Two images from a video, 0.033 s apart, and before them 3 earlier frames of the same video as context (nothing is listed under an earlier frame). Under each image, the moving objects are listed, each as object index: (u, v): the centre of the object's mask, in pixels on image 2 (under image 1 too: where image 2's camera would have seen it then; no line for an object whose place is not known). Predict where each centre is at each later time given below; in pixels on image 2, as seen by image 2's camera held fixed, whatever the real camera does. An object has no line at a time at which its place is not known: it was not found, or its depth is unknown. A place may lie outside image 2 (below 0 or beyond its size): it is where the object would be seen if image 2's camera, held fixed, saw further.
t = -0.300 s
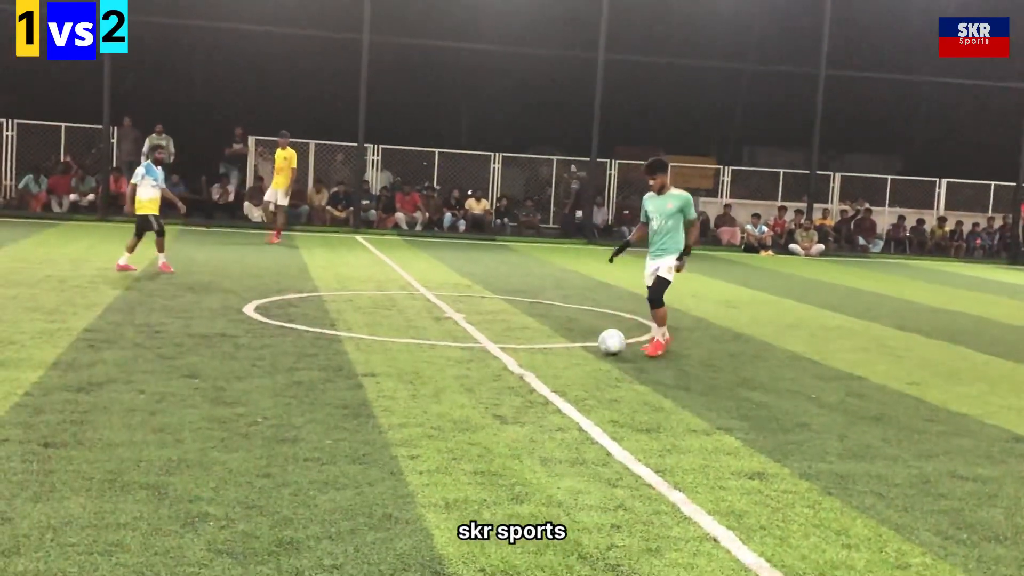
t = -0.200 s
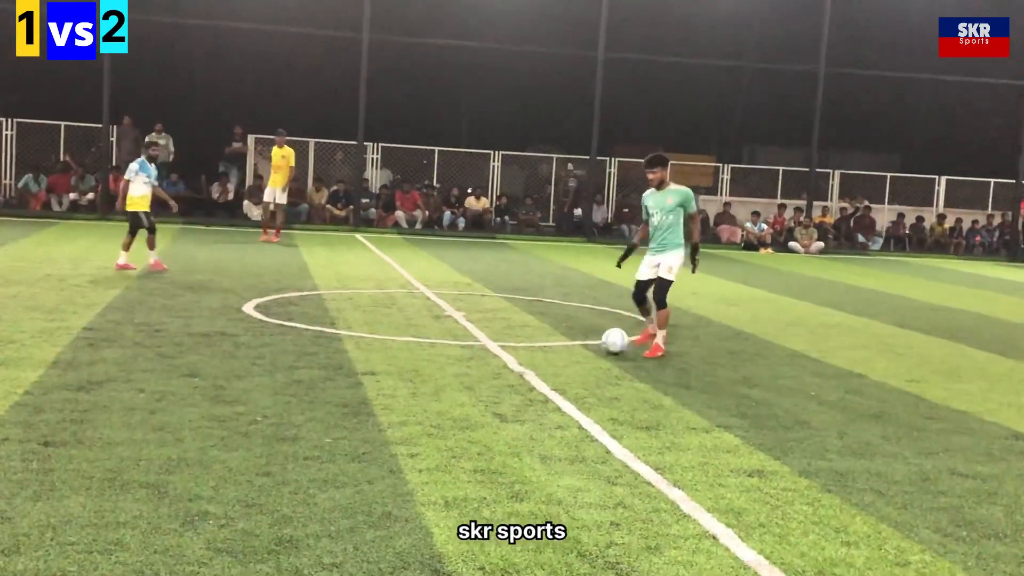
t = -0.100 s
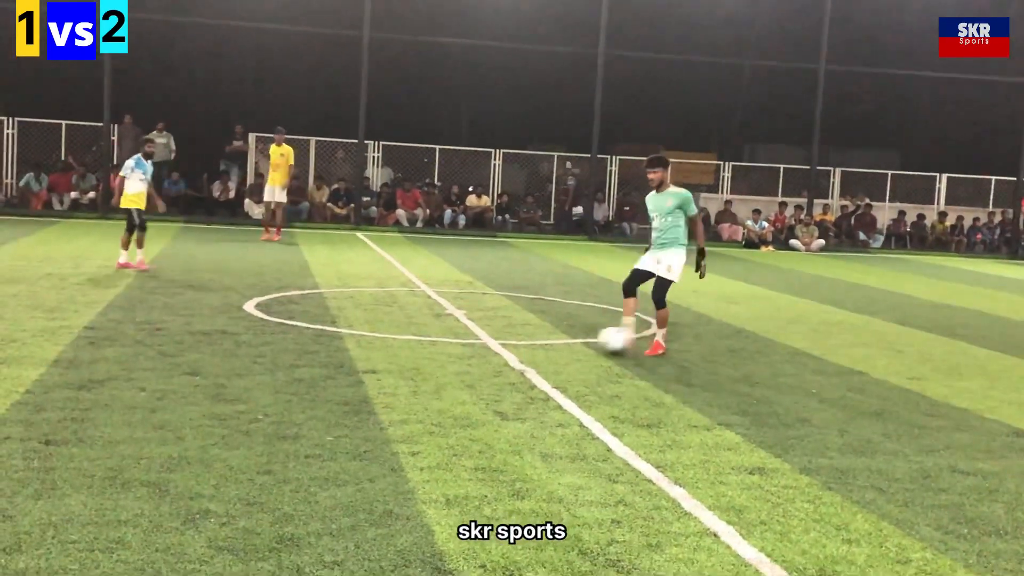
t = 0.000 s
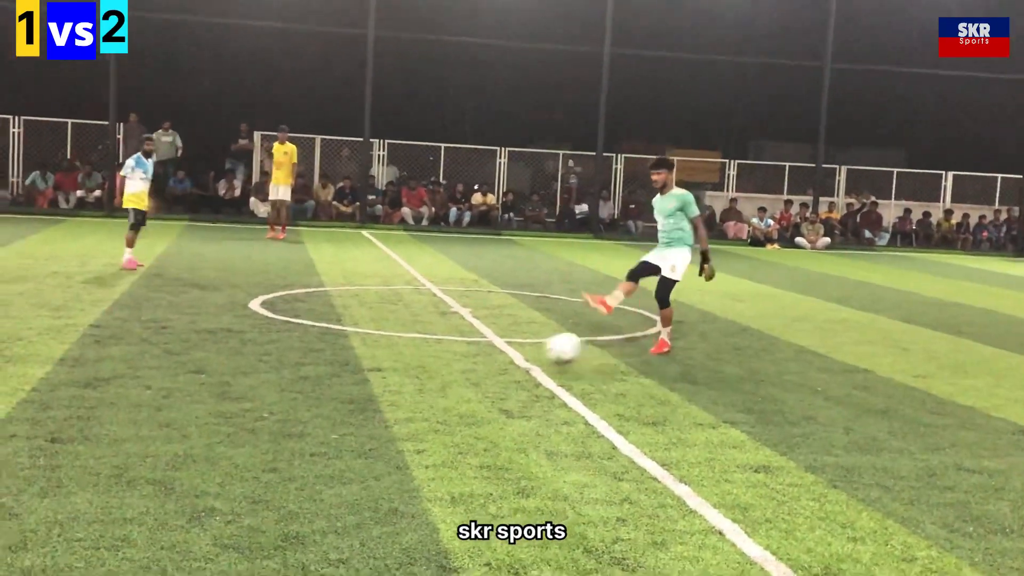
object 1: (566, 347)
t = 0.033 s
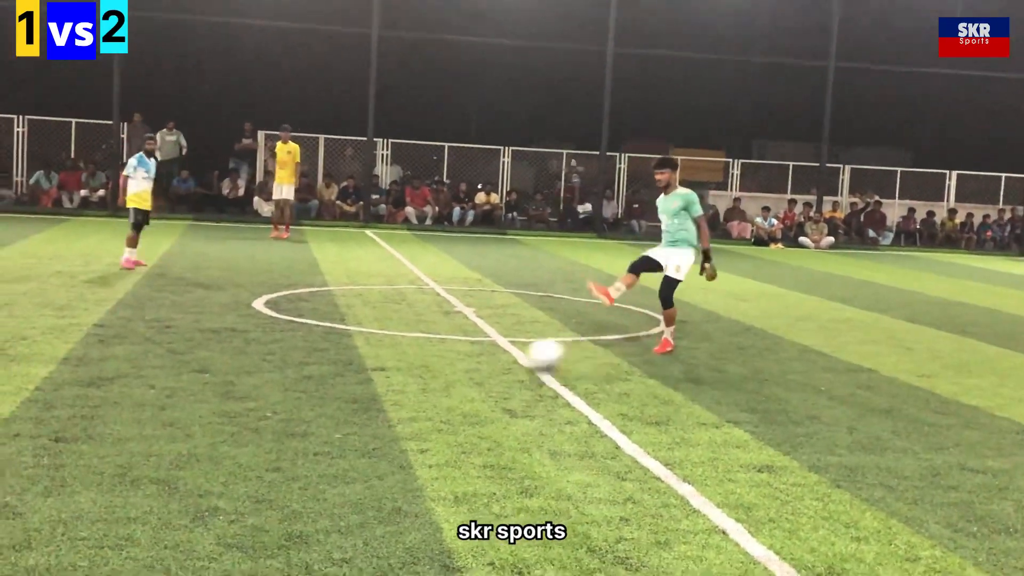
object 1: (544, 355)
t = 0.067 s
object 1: (522, 363)
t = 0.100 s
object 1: (499, 370)
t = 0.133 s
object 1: (477, 371)
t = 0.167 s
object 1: (452, 374)
